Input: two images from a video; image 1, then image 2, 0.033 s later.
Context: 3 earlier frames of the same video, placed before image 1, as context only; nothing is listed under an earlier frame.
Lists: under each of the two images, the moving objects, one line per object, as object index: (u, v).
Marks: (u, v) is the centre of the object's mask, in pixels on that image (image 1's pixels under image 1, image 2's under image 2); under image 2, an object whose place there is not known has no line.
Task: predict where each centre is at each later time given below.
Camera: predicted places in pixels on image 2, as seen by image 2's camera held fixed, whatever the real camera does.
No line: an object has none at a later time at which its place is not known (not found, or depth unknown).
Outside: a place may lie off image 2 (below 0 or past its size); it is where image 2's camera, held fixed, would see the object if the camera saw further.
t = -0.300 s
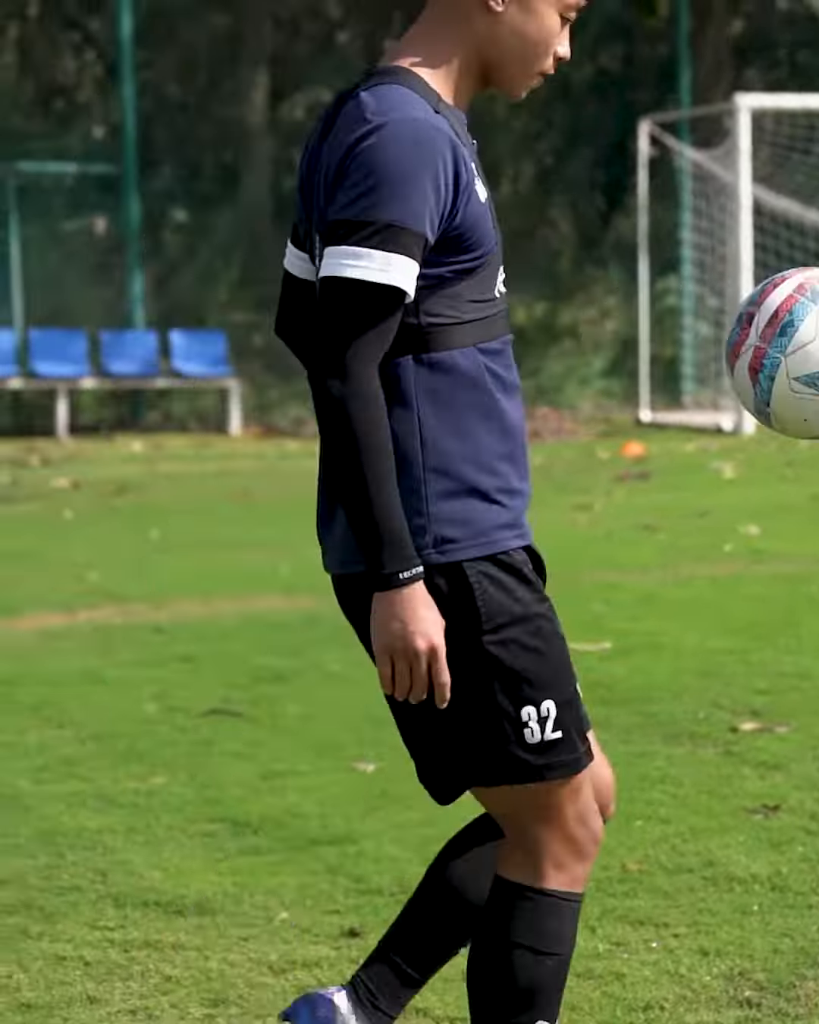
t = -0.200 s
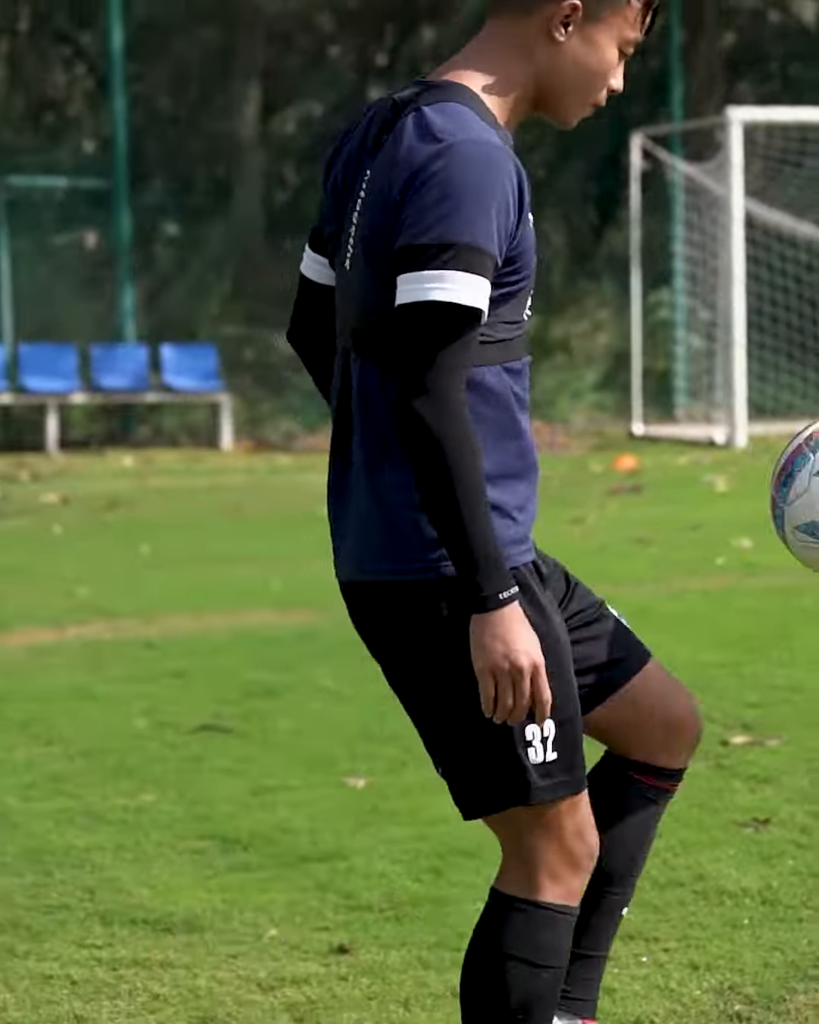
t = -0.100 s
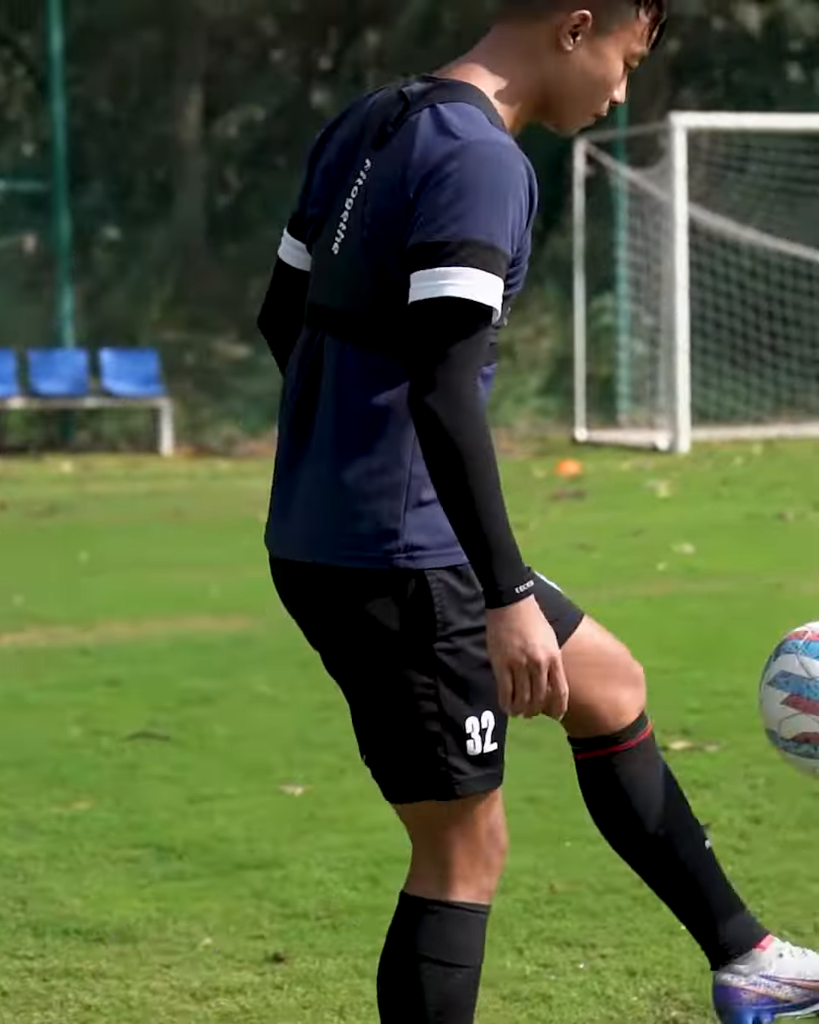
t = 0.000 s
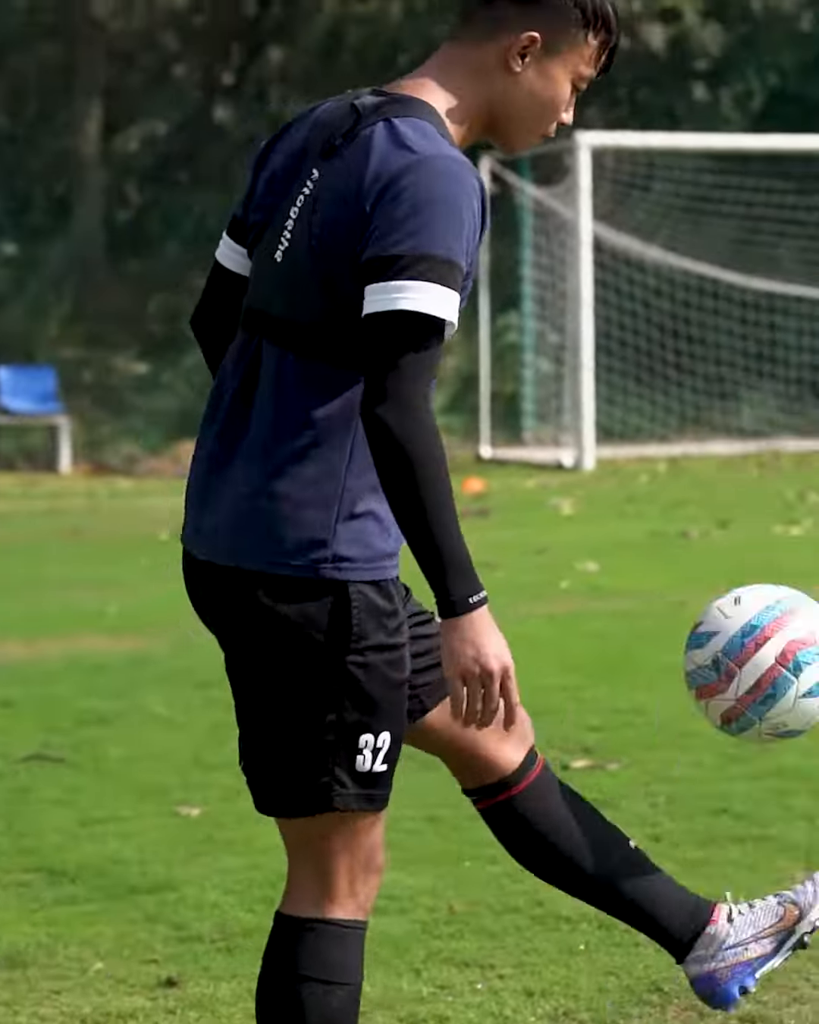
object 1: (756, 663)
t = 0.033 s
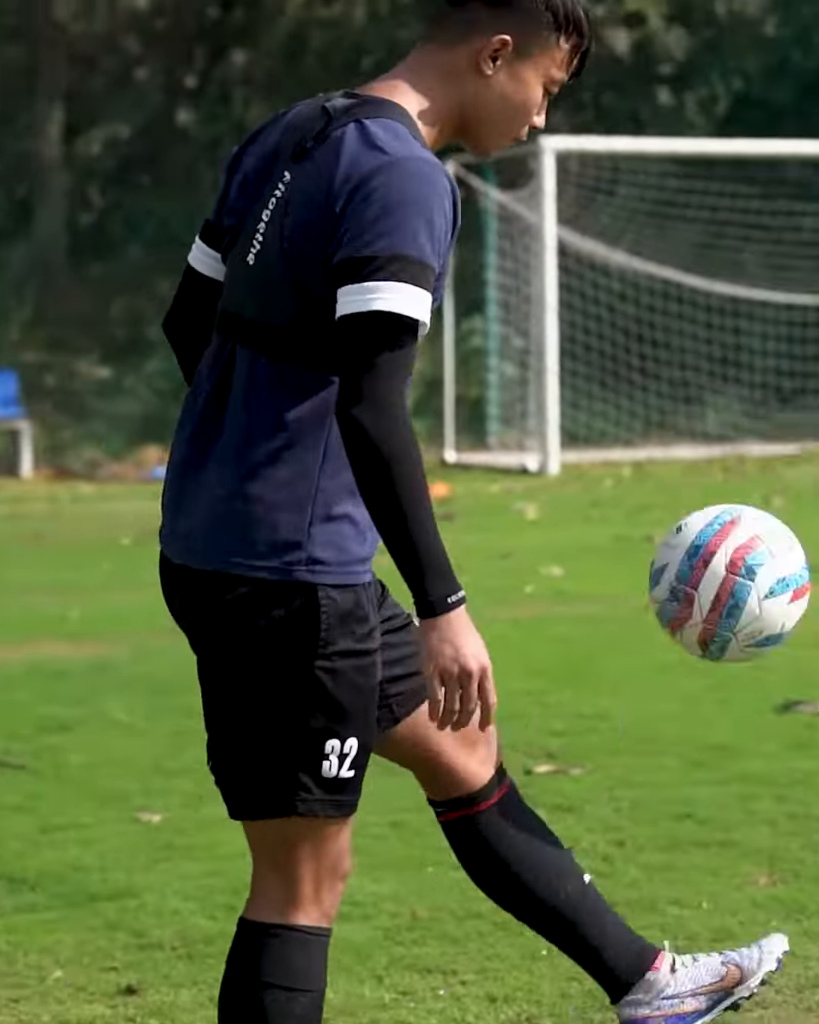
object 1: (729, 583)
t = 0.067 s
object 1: (733, 508)
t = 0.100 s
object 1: (738, 440)
